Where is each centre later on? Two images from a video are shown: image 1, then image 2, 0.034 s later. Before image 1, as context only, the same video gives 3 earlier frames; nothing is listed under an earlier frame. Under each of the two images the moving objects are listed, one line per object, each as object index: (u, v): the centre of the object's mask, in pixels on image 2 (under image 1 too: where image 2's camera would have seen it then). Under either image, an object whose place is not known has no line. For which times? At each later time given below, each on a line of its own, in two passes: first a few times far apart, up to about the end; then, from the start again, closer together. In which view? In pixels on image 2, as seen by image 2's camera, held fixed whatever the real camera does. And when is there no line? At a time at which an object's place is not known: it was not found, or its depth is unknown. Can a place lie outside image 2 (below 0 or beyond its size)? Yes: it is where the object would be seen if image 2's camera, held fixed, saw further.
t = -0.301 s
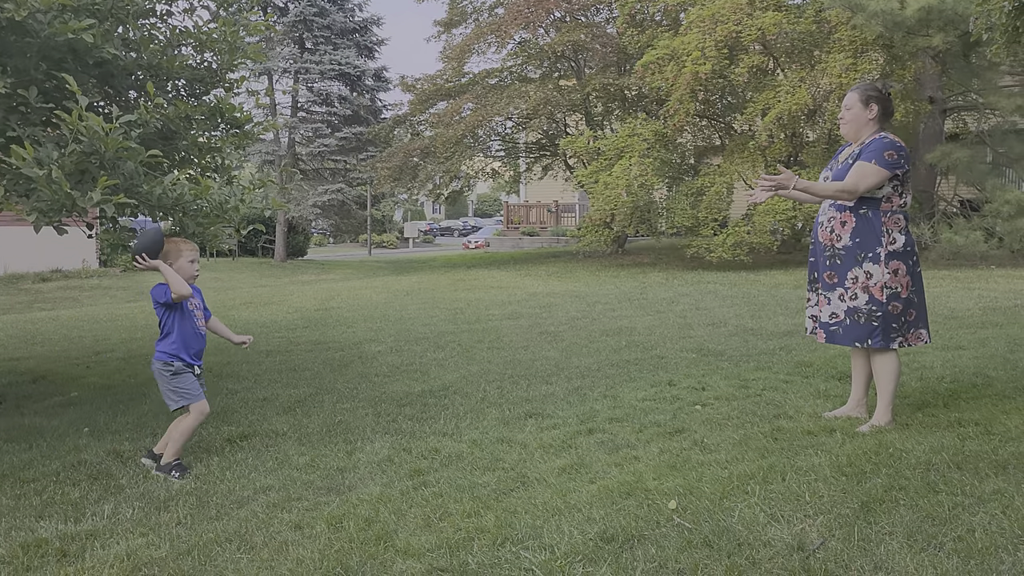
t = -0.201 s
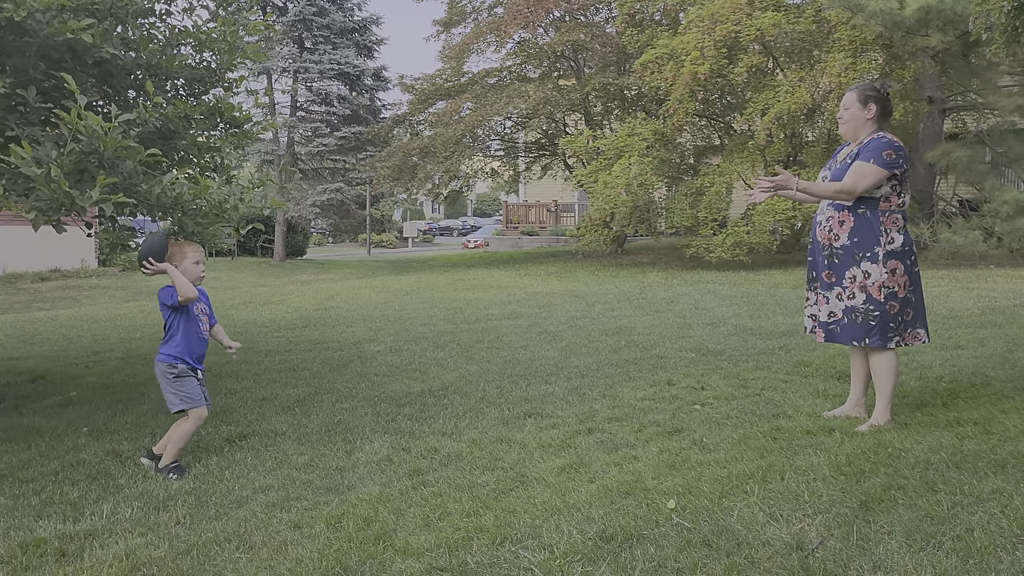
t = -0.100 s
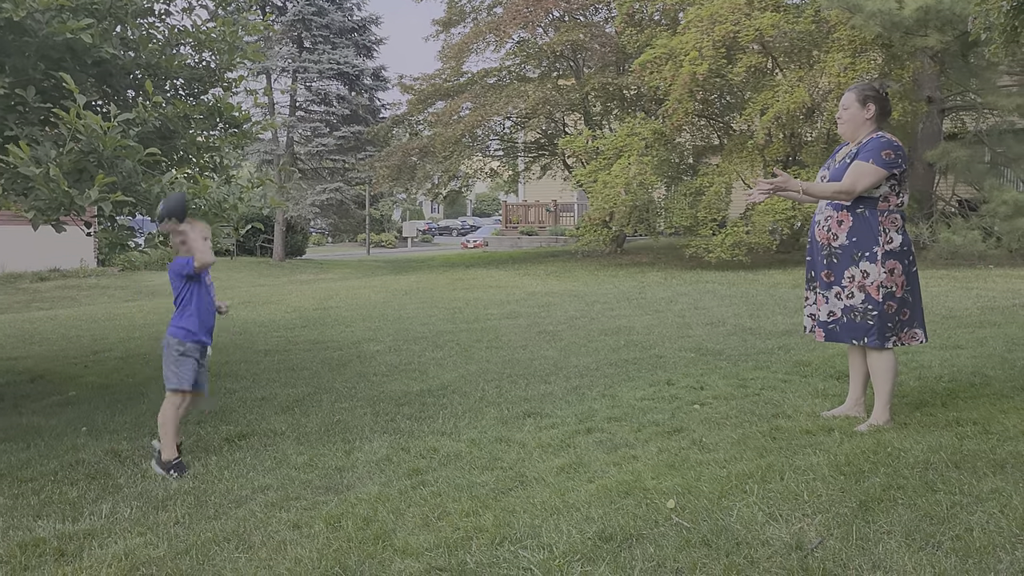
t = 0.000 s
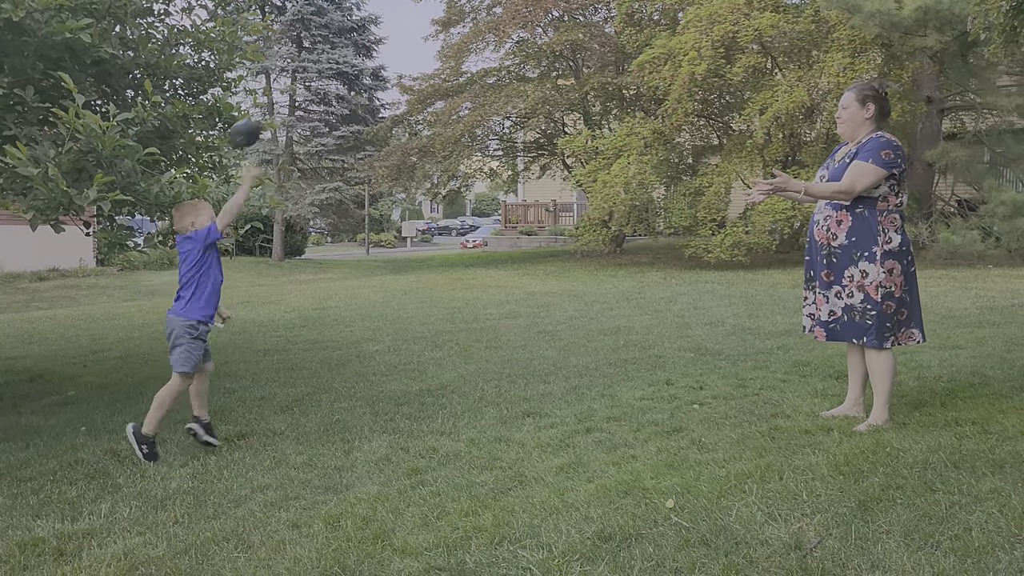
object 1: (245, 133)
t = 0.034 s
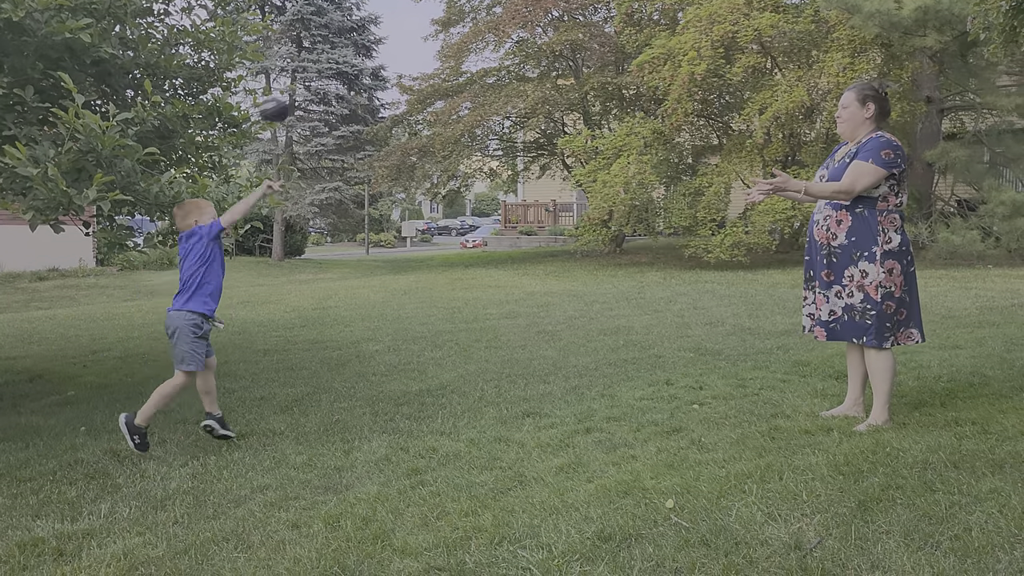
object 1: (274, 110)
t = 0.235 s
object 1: (434, 25)
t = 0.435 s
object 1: (576, 26)
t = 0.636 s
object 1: (700, 95)
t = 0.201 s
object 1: (409, 32)
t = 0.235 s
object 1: (434, 25)
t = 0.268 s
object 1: (459, 20)
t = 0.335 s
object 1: (507, 16)
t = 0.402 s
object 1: (554, 20)
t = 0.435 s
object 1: (576, 26)
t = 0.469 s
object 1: (597, 32)
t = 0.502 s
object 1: (619, 41)
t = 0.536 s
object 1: (639, 52)
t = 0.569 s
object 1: (660, 65)
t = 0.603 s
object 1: (681, 79)
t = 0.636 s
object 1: (700, 95)
